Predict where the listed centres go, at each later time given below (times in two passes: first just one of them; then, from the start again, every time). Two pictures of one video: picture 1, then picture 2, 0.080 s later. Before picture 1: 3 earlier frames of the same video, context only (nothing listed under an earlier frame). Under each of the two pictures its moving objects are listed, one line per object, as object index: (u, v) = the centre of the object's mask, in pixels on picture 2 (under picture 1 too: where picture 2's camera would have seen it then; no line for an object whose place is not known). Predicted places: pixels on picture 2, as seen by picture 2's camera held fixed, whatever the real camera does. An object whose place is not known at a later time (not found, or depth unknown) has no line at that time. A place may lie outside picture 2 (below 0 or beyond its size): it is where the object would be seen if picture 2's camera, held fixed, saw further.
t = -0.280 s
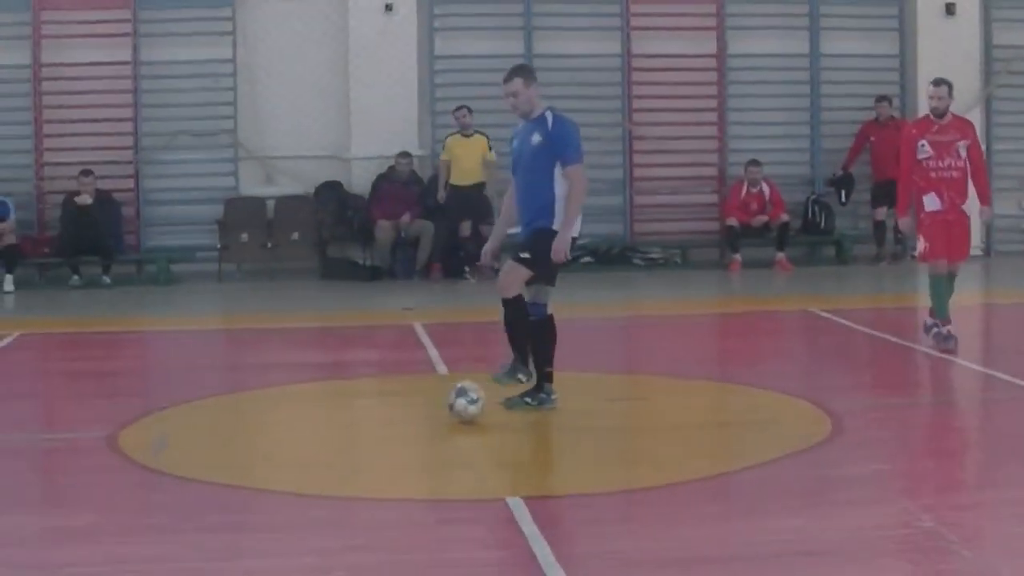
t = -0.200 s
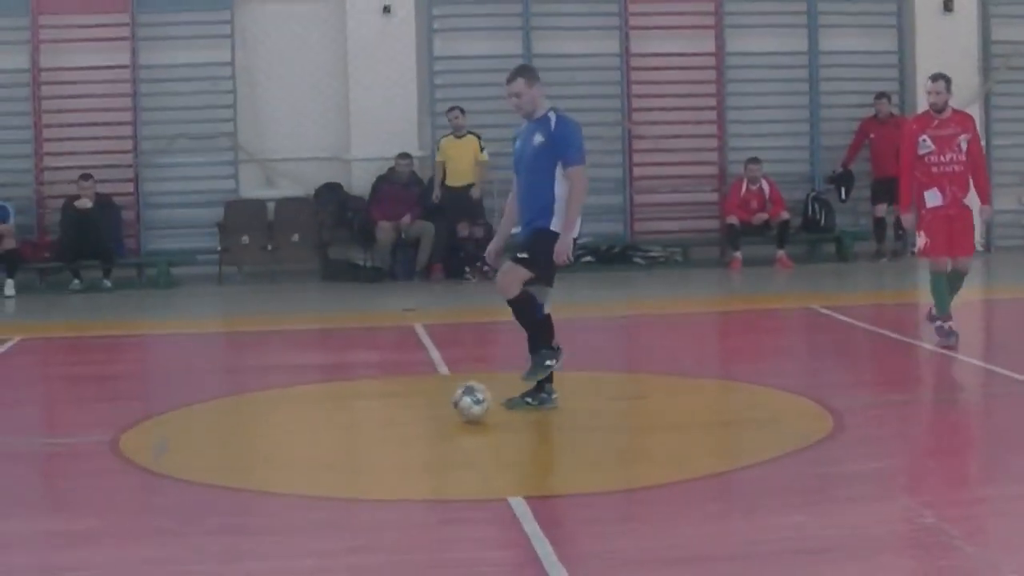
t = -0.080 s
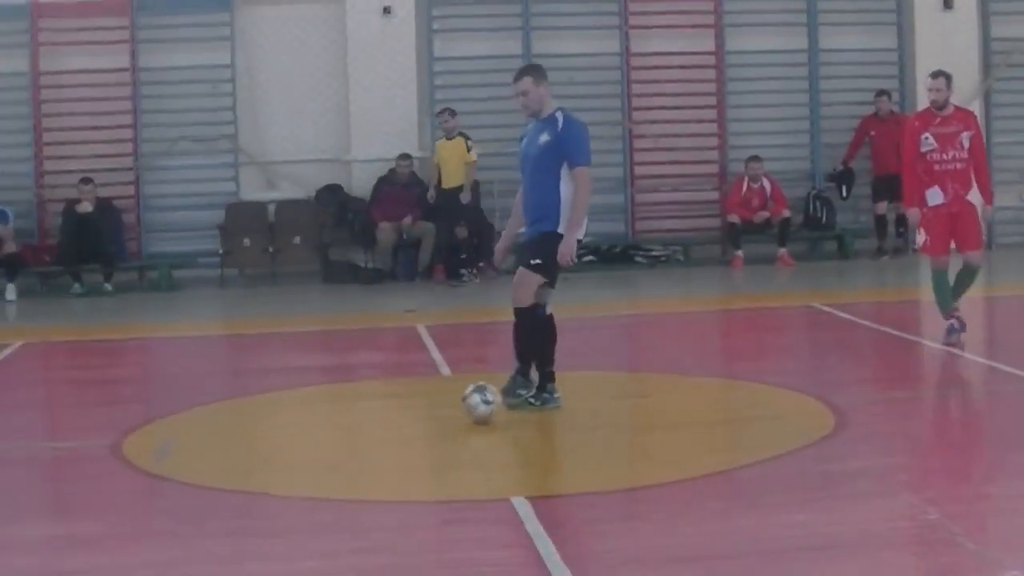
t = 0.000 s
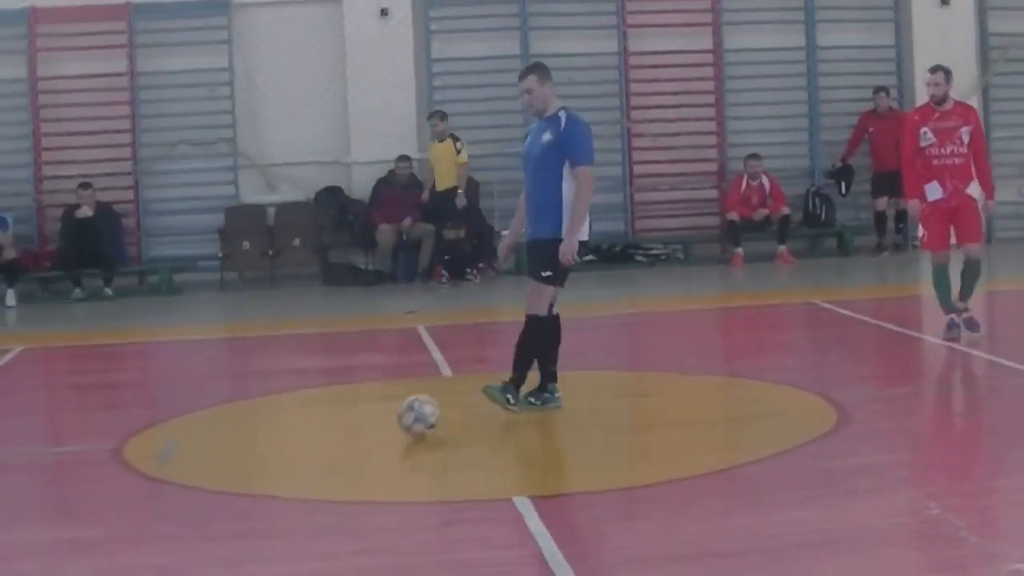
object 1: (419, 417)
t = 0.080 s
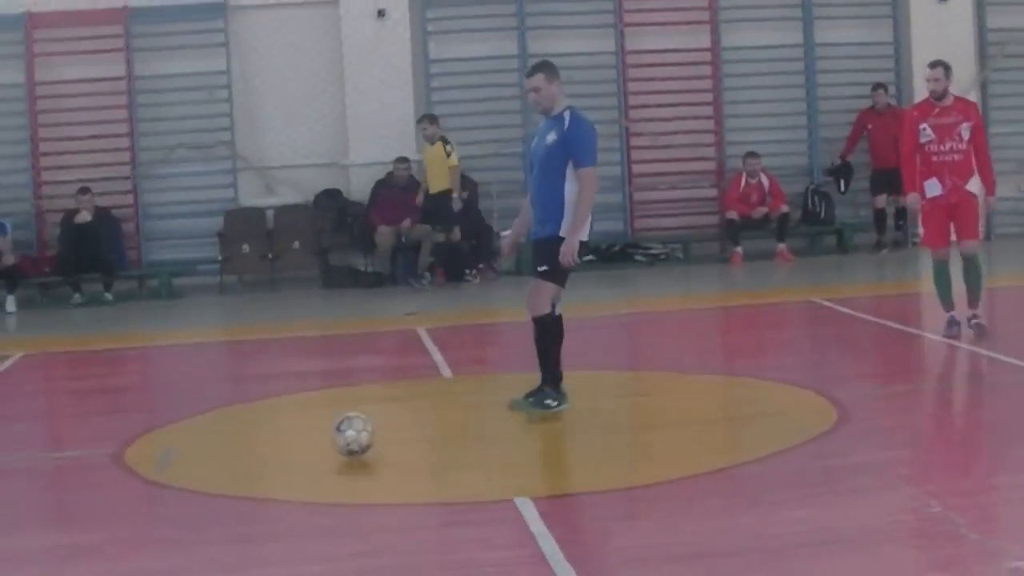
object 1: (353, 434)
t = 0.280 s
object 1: (185, 478)
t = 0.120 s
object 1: (316, 446)
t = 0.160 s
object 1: (280, 451)
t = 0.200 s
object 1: (247, 461)
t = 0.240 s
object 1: (215, 469)
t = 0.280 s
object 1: (185, 478)
